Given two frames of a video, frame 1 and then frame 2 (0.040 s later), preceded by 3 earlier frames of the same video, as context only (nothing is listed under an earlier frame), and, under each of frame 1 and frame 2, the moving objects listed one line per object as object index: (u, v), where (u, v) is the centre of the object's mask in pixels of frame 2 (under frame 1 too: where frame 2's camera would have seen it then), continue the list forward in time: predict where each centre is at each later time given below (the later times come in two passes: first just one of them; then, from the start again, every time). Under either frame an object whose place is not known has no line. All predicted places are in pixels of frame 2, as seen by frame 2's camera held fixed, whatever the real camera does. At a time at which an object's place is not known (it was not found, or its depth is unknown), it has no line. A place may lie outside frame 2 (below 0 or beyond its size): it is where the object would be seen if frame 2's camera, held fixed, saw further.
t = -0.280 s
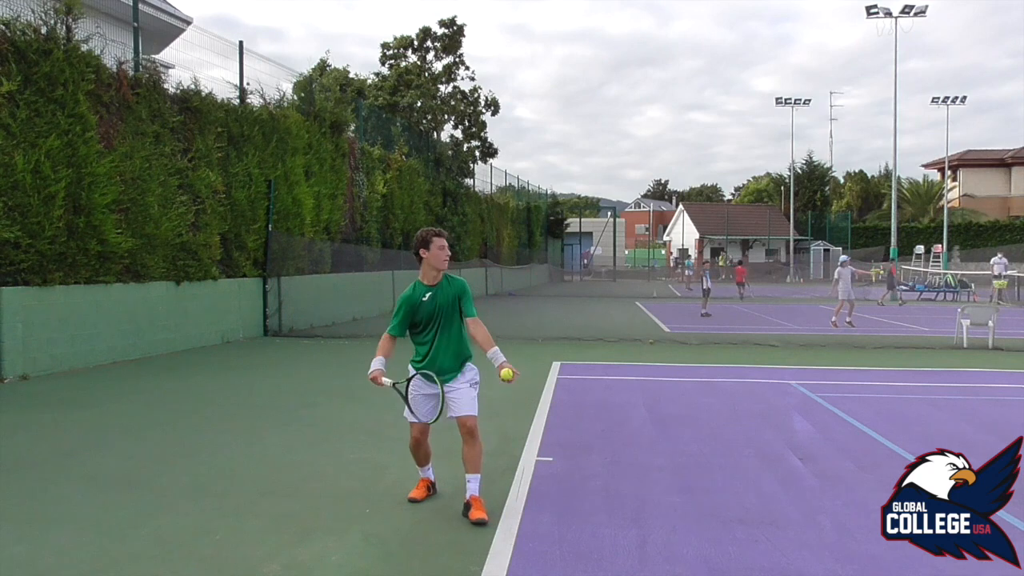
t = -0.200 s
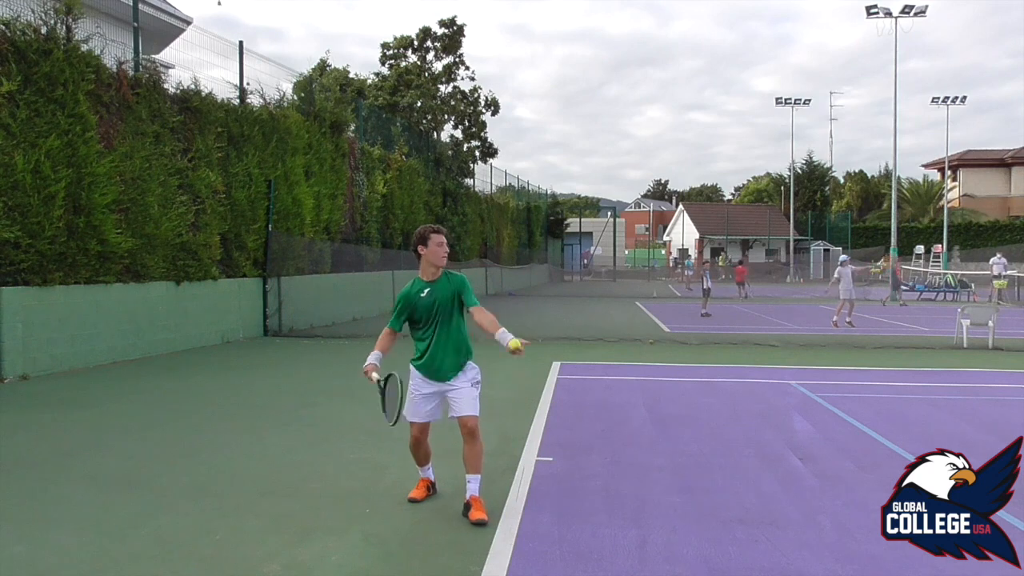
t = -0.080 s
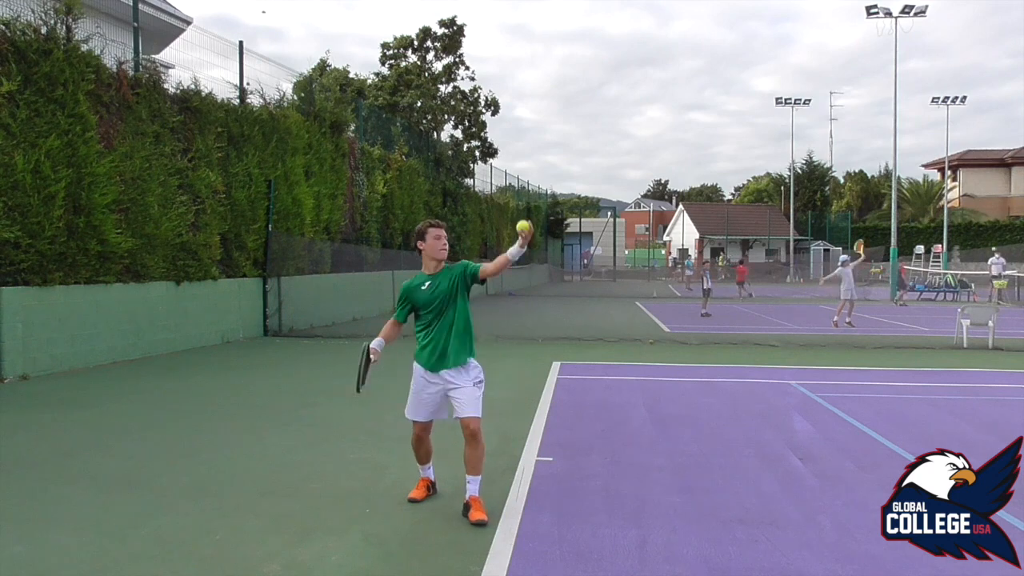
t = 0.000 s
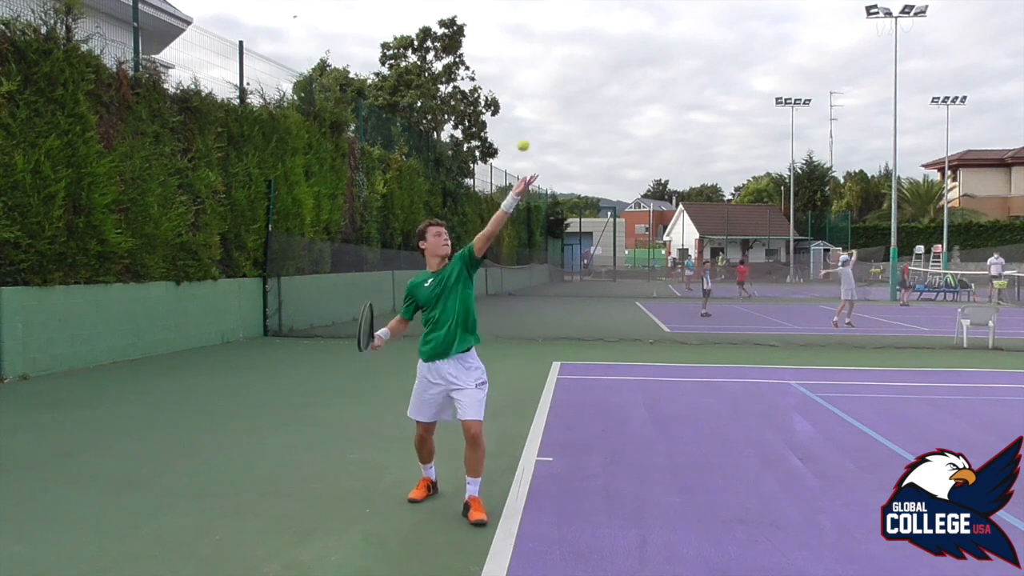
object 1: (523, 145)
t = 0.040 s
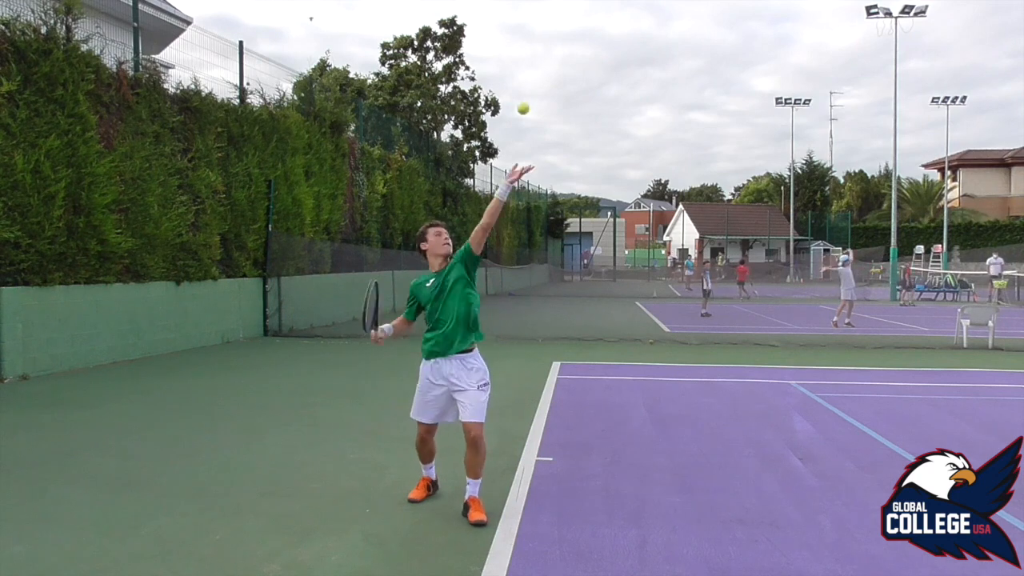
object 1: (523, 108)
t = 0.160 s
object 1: (523, 16)
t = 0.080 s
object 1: (523, 75)
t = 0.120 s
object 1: (523, 44)
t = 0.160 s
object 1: (523, 16)
